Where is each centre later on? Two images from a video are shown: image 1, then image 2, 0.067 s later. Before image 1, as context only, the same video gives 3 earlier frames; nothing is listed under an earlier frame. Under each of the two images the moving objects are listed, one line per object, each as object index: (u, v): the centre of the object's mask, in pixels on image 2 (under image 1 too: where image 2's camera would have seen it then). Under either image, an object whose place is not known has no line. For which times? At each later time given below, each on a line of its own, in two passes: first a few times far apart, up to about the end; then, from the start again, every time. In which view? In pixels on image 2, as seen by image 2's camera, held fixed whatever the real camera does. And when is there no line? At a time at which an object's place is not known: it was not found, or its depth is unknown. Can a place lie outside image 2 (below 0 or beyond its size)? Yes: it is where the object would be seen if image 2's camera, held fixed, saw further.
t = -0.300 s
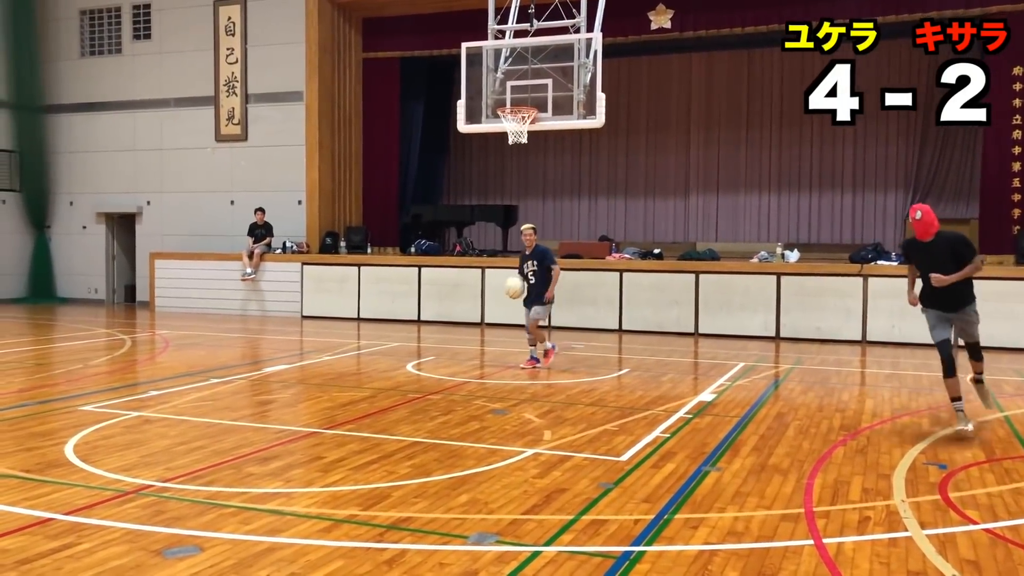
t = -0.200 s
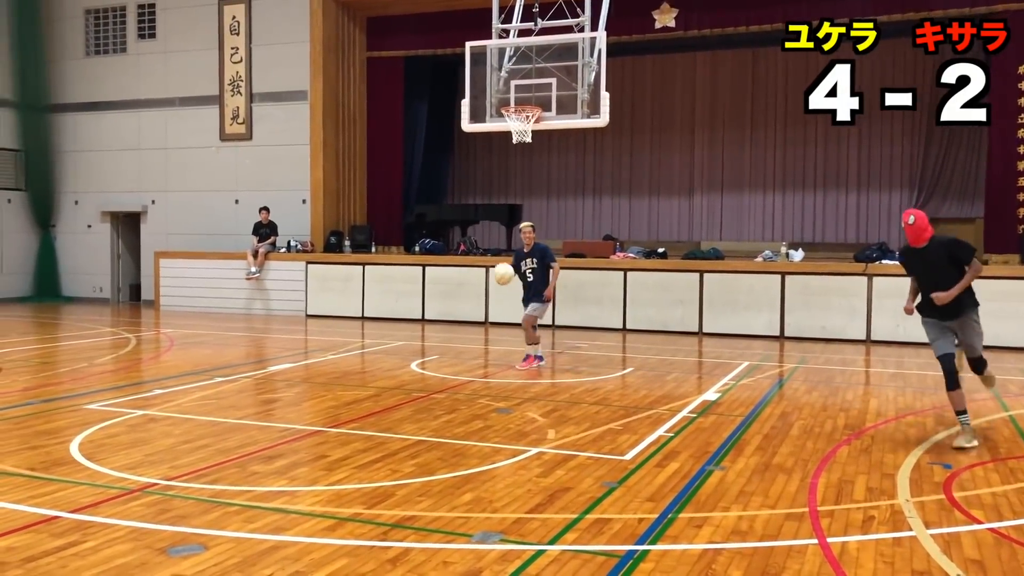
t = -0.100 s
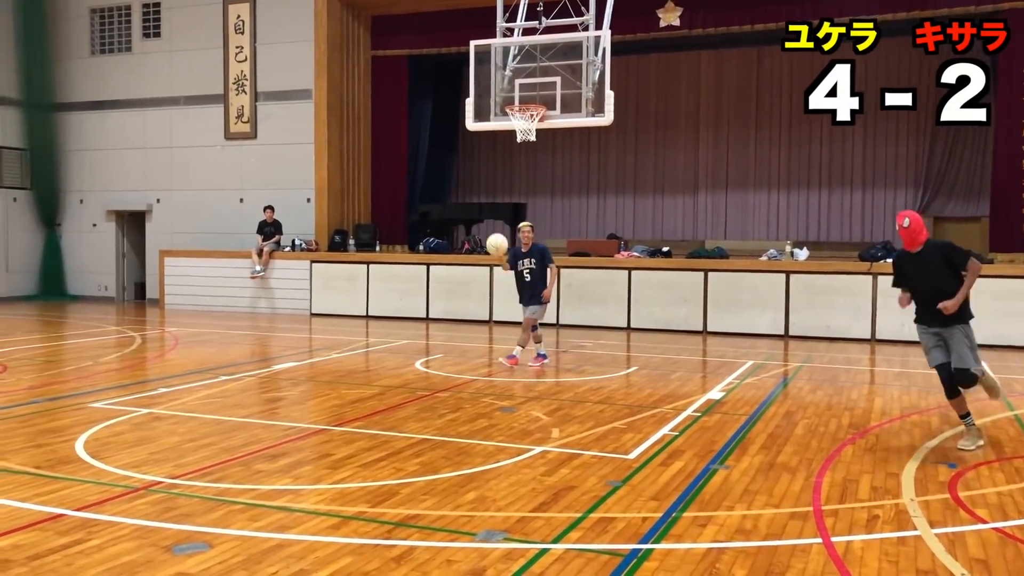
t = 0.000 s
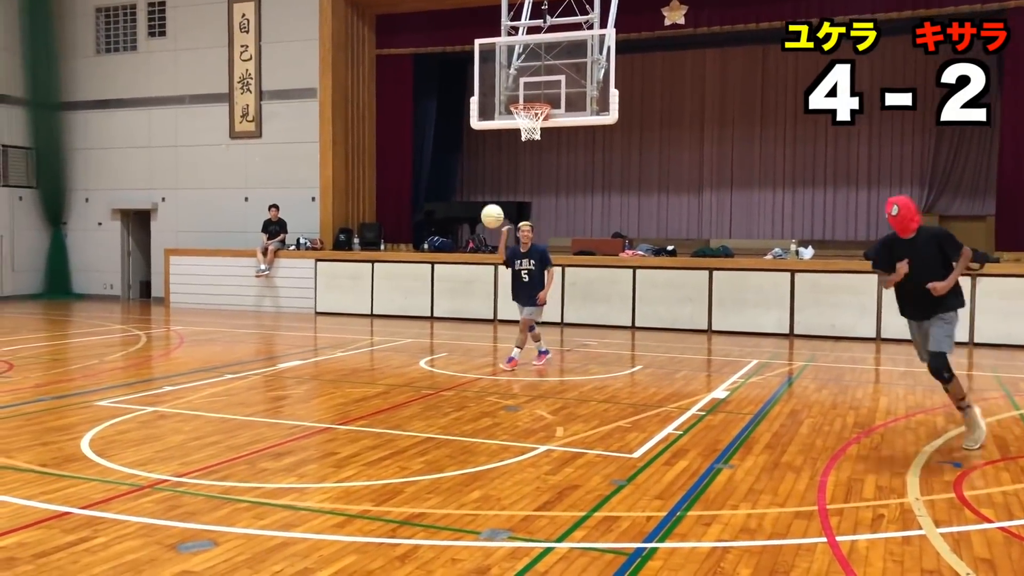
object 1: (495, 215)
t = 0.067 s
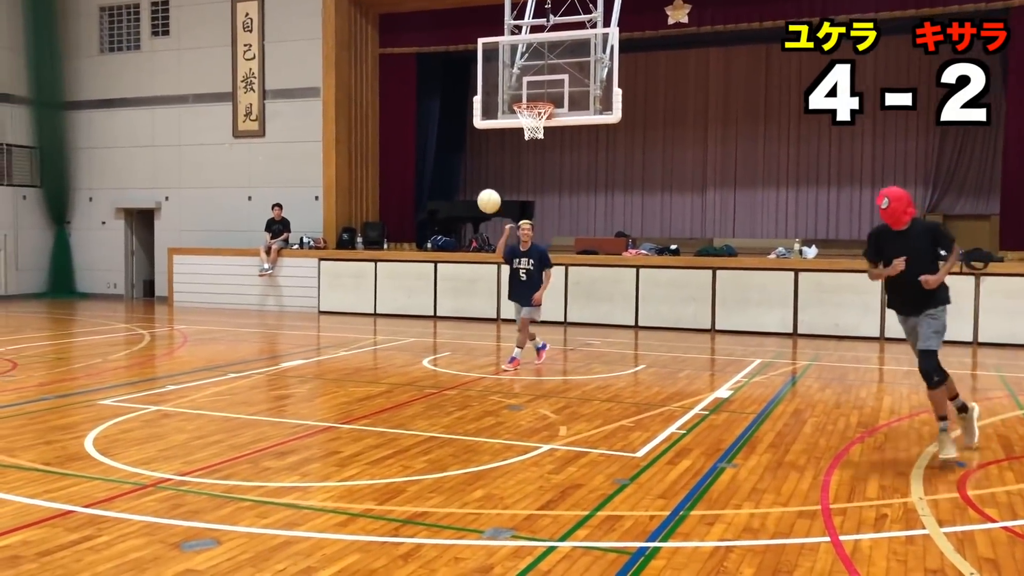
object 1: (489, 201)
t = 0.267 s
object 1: (467, 181)
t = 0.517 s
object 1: (435, 217)
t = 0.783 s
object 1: (390, 349)
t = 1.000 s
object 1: (367, 368)
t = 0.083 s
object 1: (487, 198)
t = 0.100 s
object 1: (485, 195)
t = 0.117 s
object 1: (484, 193)
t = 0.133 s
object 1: (482, 191)
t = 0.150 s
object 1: (480, 188)
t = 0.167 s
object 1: (478, 187)
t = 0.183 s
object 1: (476, 185)
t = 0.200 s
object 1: (475, 184)
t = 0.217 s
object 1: (473, 183)
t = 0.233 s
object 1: (471, 182)
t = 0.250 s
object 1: (469, 182)
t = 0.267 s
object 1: (467, 181)
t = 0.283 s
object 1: (465, 182)
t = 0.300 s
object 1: (463, 182)
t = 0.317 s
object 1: (461, 183)
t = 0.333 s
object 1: (459, 184)
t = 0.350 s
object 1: (457, 185)
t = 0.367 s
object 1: (455, 187)
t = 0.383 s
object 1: (453, 189)
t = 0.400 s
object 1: (451, 191)
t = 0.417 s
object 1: (448, 194)
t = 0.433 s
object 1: (446, 197)
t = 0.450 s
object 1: (444, 200)
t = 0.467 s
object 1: (442, 203)
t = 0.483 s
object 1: (439, 208)
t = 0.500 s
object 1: (437, 212)
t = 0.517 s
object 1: (435, 217)
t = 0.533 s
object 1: (432, 222)
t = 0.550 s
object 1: (429, 228)
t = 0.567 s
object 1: (427, 234)
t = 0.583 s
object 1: (425, 240)
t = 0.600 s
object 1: (422, 247)
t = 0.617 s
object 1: (419, 253)
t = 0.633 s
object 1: (417, 261)
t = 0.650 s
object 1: (414, 269)
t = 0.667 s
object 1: (411, 277)
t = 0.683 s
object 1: (408, 287)
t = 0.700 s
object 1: (405, 296)
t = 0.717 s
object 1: (402, 306)
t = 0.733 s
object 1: (399, 315)
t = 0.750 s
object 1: (396, 325)
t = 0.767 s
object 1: (393, 337)
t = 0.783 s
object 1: (390, 349)
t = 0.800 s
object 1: (386, 364)
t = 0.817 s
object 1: (383, 377)
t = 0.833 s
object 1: (379, 390)
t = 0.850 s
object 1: (375, 404)
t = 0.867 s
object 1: (372, 423)
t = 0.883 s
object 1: (370, 426)
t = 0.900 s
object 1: (370, 414)
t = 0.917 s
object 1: (369, 407)
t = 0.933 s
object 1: (368, 399)
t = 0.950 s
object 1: (368, 390)
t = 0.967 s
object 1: (368, 382)
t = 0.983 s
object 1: (367, 374)
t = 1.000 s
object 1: (367, 368)
